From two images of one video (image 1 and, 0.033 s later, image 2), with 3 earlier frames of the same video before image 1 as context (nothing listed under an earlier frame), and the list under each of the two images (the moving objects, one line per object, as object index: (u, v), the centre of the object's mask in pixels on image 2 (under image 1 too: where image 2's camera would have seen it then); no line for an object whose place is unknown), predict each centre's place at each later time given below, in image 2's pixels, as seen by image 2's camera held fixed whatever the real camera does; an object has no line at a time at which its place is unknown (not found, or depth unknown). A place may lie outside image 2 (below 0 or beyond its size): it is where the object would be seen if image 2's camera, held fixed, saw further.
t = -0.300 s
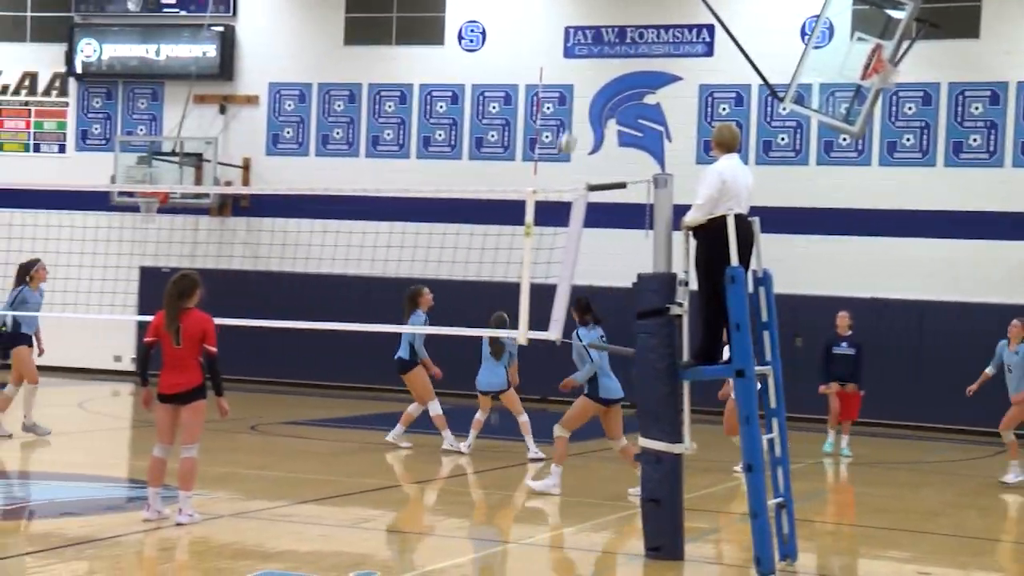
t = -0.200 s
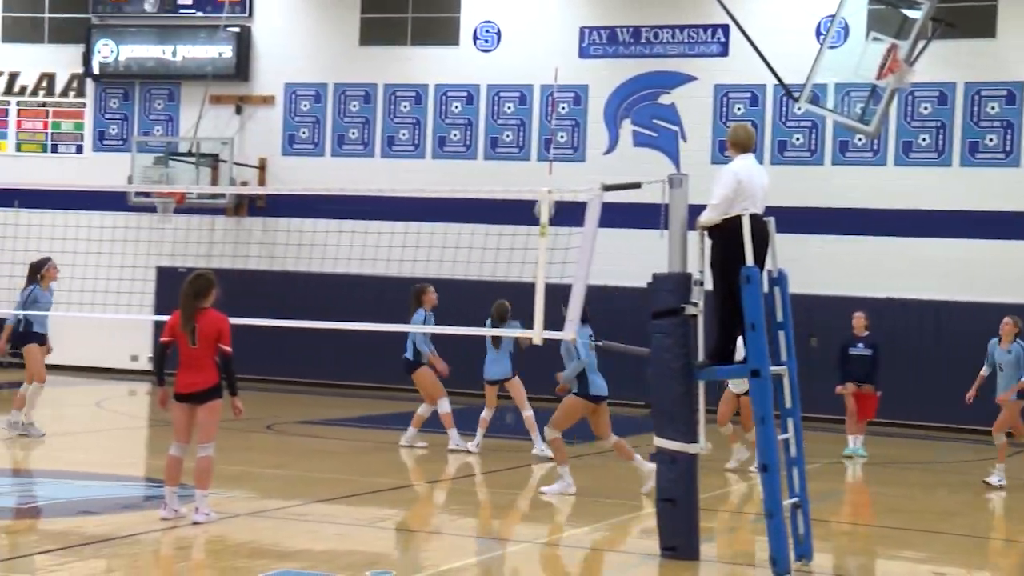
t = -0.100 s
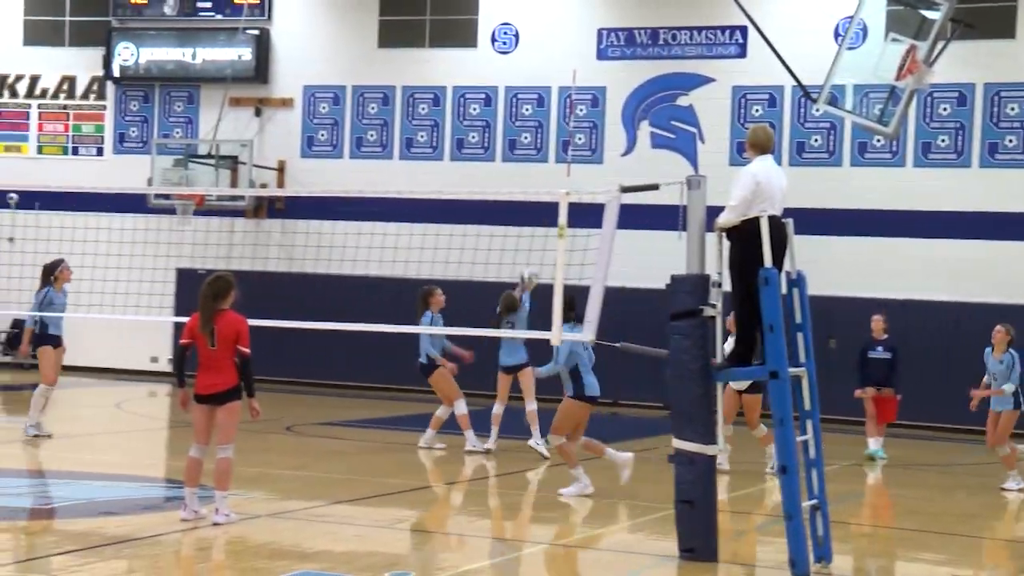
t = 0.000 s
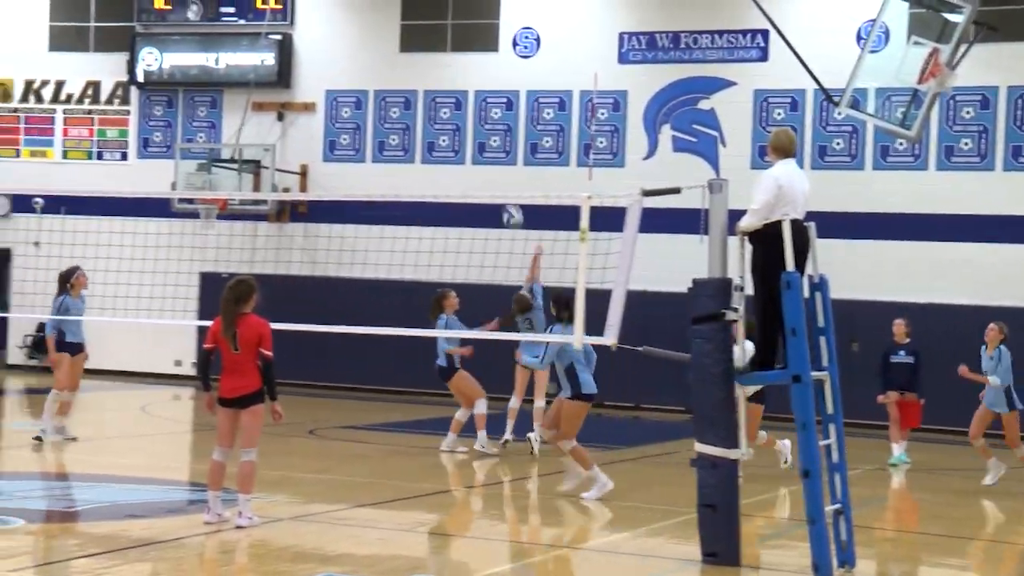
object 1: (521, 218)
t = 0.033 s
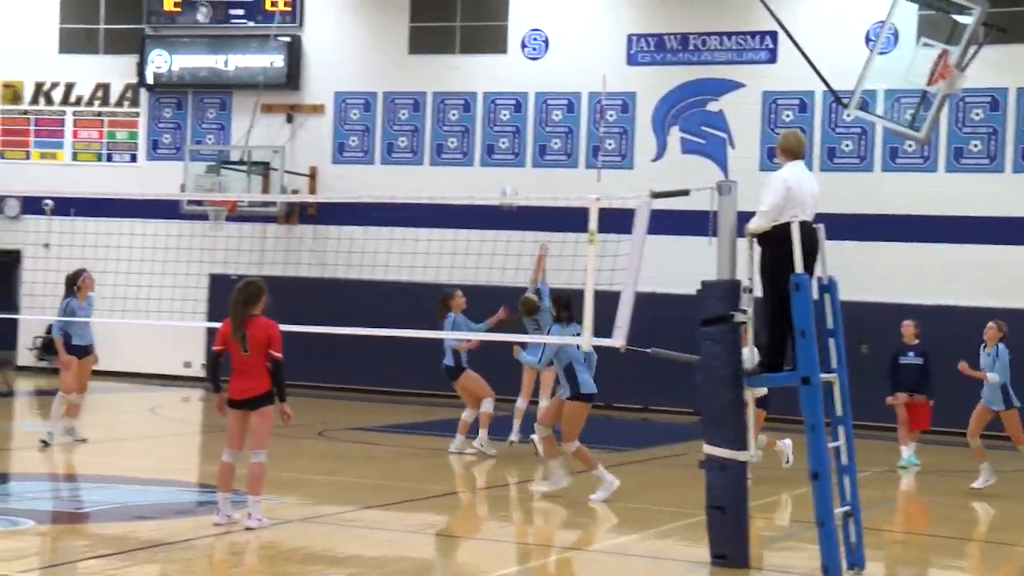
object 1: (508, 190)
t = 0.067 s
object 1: (494, 176)
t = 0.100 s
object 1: (482, 158)
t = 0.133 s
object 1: (467, 139)
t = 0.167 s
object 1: (452, 120)
